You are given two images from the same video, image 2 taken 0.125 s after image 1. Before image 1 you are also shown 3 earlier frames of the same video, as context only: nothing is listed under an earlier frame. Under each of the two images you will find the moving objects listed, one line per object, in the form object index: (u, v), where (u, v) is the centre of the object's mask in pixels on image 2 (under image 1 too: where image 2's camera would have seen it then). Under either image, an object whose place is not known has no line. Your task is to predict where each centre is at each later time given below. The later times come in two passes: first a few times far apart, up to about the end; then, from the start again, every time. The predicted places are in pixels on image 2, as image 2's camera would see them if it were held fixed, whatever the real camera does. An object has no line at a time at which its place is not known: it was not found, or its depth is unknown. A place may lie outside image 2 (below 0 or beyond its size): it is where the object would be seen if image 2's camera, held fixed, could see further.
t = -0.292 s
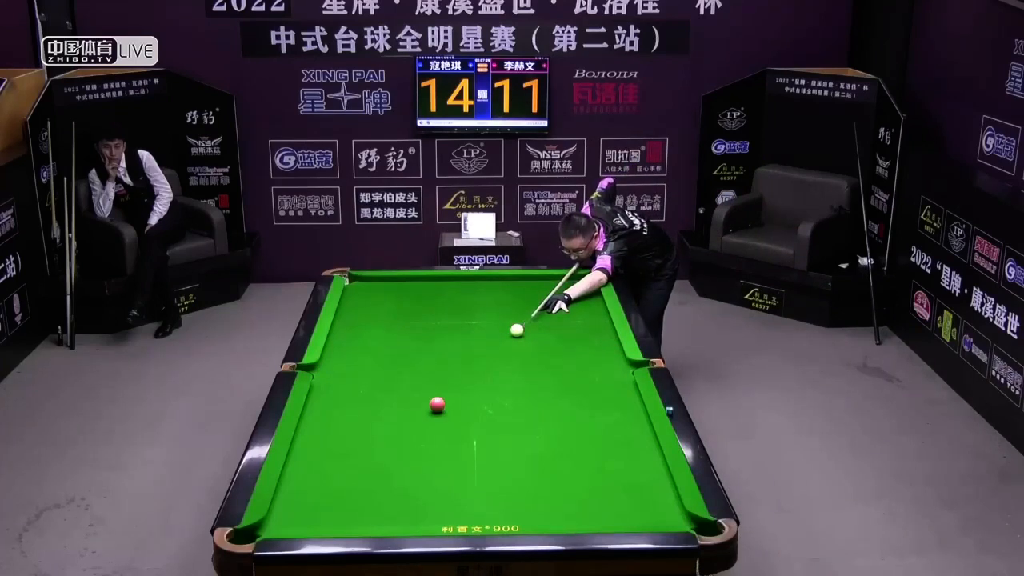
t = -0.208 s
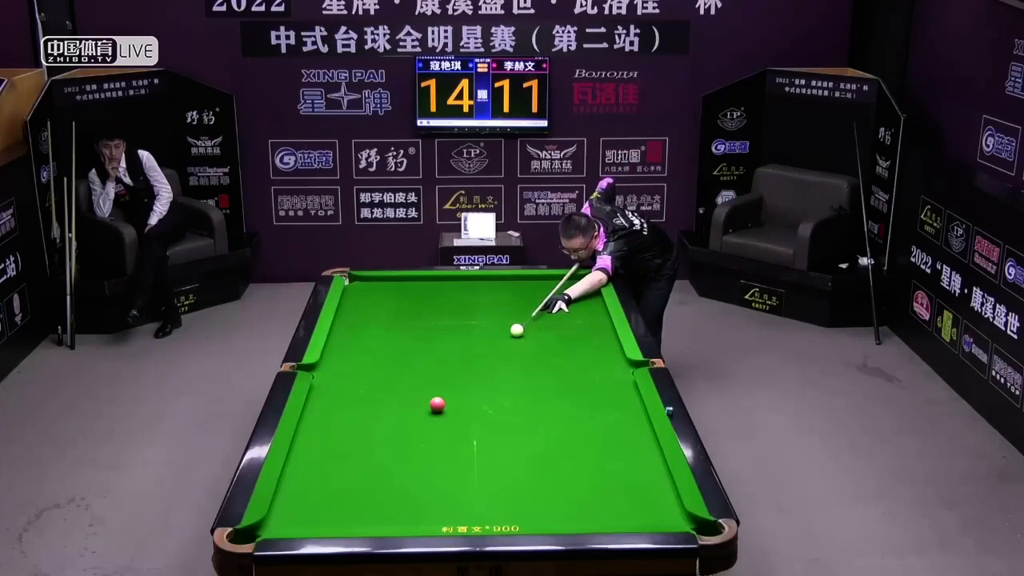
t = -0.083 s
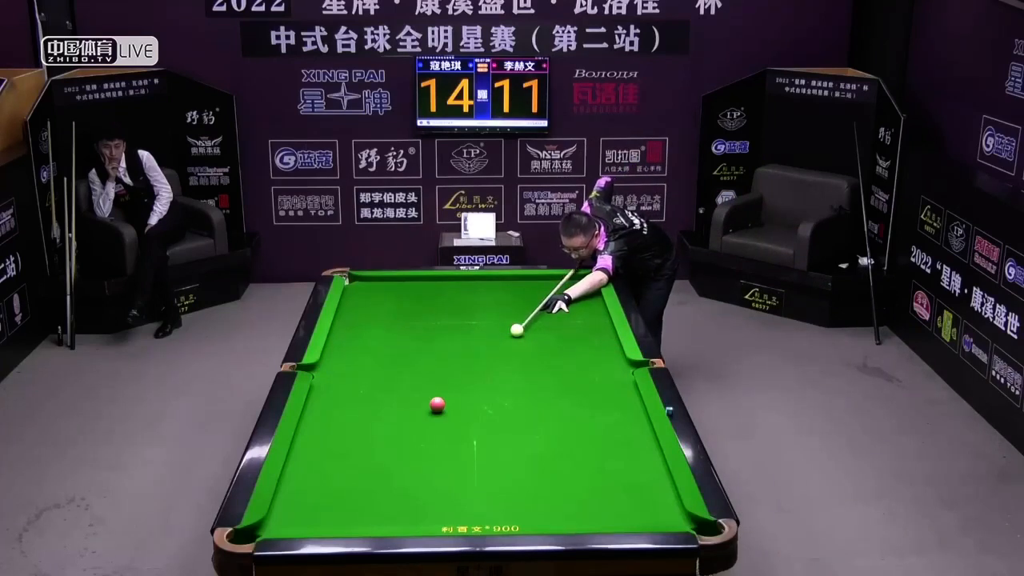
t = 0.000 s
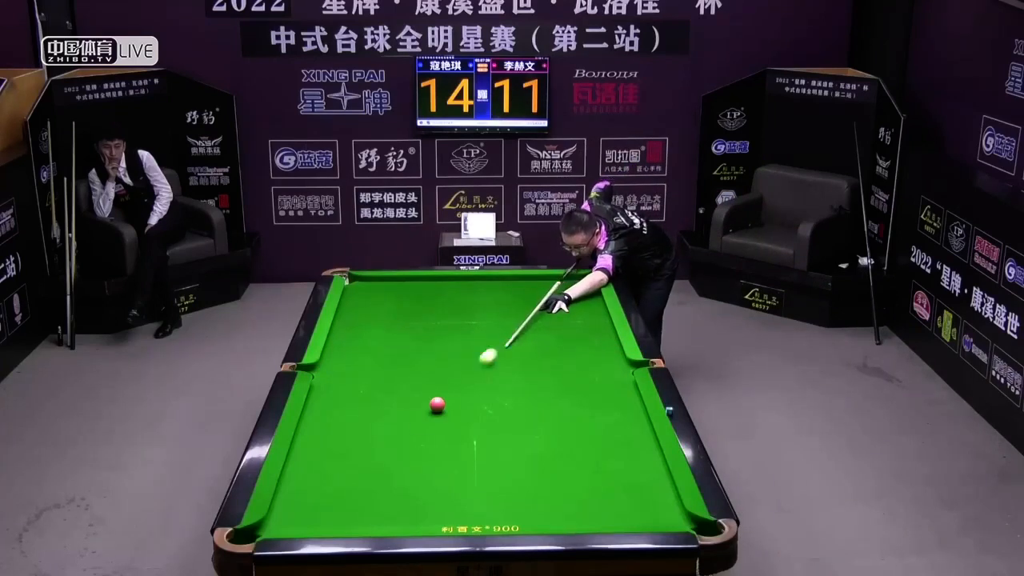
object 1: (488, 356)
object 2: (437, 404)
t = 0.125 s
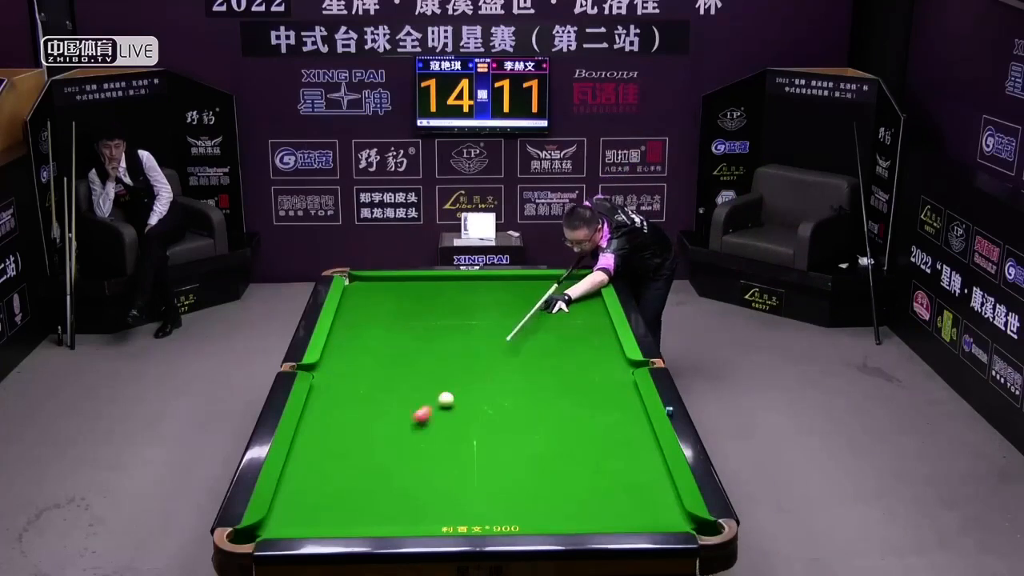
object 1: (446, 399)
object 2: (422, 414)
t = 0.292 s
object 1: (455, 400)
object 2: (326, 488)
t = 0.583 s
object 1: (477, 402)
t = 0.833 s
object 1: (490, 402)
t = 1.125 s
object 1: (506, 403)
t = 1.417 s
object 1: (519, 403)
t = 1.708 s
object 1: (532, 404)
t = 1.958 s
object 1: (540, 404)
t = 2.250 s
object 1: (548, 405)
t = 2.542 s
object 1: (556, 405)
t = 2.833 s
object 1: (560, 405)
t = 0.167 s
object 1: (449, 400)
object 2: (397, 434)
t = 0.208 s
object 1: (451, 400)
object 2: (369, 455)
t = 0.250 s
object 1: (453, 400)
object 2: (355, 466)
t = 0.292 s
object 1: (455, 400)
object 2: (326, 488)
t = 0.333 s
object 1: (460, 400)
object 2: (278, 522)
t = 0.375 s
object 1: (462, 400)
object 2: (246, 538)
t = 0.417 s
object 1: (465, 401)
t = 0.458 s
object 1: (469, 401)
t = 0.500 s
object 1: (472, 401)
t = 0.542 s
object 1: (475, 402)
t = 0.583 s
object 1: (477, 402)
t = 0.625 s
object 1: (478, 401)
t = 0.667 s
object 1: (481, 402)
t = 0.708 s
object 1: (484, 402)
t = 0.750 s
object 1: (487, 402)
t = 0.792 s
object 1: (489, 402)
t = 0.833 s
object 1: (490, 402)
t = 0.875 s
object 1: (492, 402)
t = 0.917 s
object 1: (496, 402)
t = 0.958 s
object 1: (498, 402)
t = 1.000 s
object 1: (500, 402)
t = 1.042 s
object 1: (501, 403)
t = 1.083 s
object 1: (503, 403)
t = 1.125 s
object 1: (506, 403)
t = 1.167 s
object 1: (508, 403)
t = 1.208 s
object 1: (510, 403)
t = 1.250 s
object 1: (511, 403)
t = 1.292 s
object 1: (513, 403)
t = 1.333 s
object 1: (516, 403)
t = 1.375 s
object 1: (517, 403)
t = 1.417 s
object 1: (519, 403)
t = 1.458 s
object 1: (522, 404)
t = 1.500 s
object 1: (524, 404)
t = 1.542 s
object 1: (526, 404)
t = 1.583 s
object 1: (528, 404)
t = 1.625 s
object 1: (528, 404)
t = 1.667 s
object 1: (530, 404)
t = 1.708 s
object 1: (532, 404)
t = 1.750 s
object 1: (534, 404)
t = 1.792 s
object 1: (535, 404)
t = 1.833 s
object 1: (536, 404)
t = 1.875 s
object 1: (537, 404)
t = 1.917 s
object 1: (539, 404)
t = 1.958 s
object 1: (540, 404)
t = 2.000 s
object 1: (542, 405)
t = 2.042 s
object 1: (542, 404)
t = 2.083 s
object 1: (543, 405)
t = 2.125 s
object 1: (545, 405)
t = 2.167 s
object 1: (546, 405)
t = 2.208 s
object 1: (547, 405)
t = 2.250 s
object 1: (548, 405)
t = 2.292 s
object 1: (549, 405)
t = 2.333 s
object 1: (550, 405)
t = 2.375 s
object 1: (551, 405)
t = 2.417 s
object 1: (552, 405)
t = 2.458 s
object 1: (554, 405)
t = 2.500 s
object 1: (555, 405)
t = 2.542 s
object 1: (556, 405)
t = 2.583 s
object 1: (556, 405)
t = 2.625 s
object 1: (556, 405)
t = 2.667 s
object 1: (557, 405)
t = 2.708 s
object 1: (558, 405)
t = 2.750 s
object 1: (559, 405)
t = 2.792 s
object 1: (559, 405)
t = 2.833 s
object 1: (560, 405)
